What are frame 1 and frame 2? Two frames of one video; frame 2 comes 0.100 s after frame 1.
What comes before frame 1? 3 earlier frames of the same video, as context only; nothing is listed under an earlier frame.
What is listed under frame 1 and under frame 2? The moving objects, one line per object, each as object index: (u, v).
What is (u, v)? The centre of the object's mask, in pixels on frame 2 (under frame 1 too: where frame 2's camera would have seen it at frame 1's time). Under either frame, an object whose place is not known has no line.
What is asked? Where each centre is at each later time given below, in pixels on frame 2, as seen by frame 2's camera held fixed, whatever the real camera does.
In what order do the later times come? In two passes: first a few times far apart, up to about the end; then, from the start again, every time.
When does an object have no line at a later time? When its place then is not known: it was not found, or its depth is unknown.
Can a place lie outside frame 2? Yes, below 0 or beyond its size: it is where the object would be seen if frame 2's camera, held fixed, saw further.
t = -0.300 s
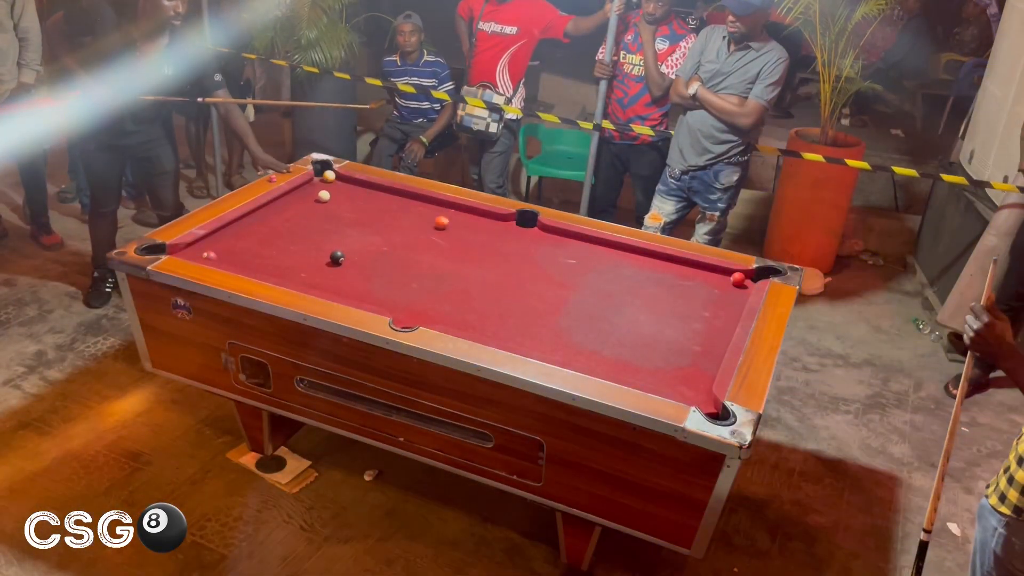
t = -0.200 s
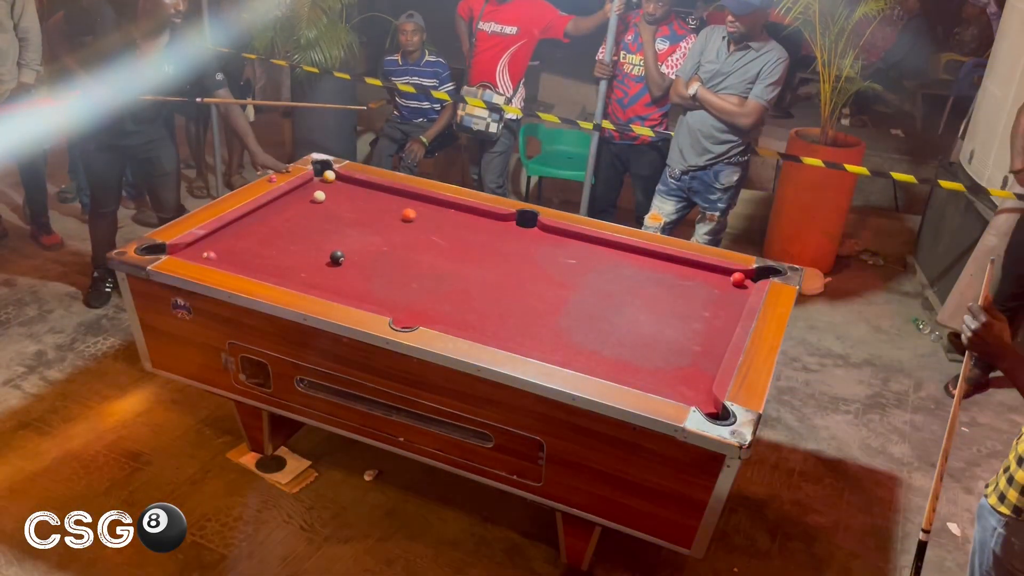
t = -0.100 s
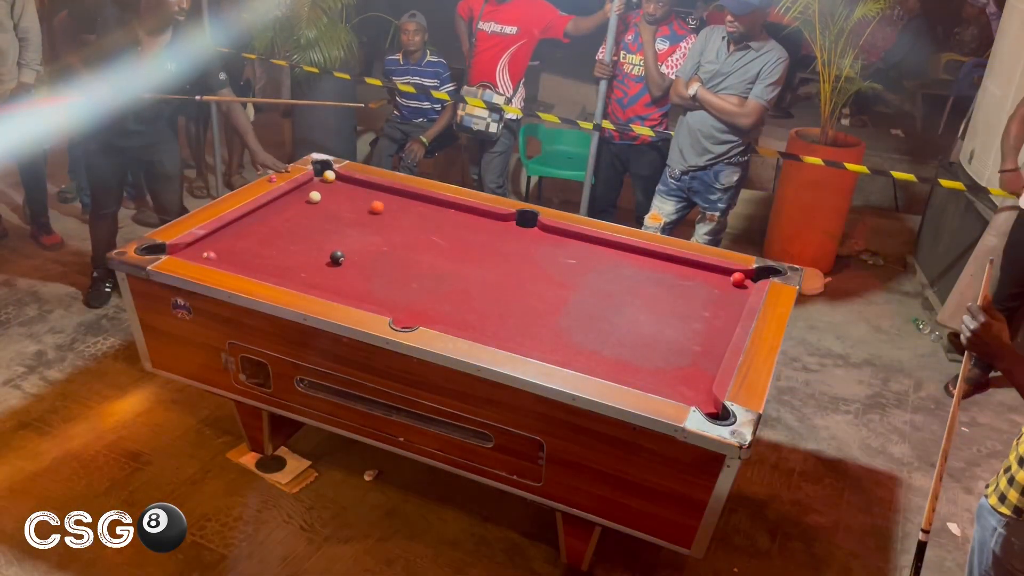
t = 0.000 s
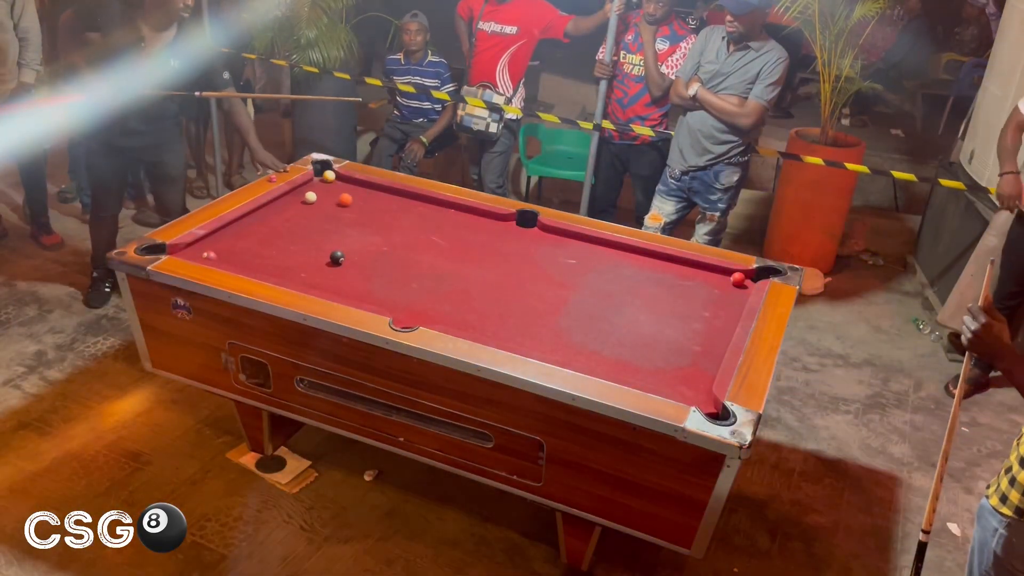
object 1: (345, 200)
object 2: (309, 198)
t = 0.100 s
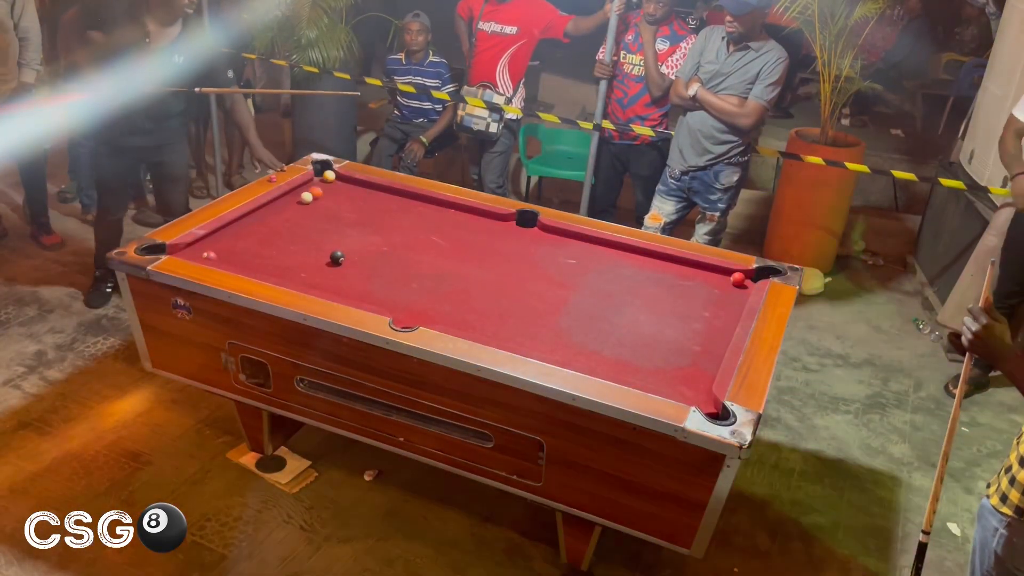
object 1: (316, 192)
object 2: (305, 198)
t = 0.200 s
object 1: (311, 191)
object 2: (302, 199)
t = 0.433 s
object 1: (359, 206)
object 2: (294, 199)
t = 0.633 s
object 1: (402, 218)
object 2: (287, 200)
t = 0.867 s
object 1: (452, 233)
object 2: (280, 201)
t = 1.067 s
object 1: (496, 245)
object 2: (276, 202)
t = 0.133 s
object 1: (305, 189)
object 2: (304, 199)
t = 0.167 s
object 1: (303, 188)
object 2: (303, 199)
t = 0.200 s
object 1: (311, 191)
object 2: (302, 199)
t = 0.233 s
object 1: (316, 194)
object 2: (300, 199)
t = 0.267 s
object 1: (324, 197)
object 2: (299, 199)
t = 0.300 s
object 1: (331, 198)
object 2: (298, 199)
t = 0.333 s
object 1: (338, 200)
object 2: (297, 199)
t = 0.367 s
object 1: (345, 202)
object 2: (296, 199)
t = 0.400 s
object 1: (352, 204)
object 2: (294, 200)
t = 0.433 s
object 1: (359, 206)
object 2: (294, 199)
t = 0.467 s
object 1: (366, 208)
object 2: (293, 199)
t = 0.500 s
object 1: (373, 211)
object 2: (292, 200)
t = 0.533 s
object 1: (381, 212)
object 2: (290, 200)
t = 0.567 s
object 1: (388, 215)
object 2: (290, 200)
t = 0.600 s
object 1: (395, 216)
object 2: (288, 200)
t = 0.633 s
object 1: (402, 218)
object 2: (287, 200)
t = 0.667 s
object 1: (409, 220)
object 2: (286, 200)
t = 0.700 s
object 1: (416, 222)
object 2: (285, 200)
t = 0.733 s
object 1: (424, 225)
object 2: (284, 201)
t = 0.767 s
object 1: (430, 226)
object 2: (283, 201)
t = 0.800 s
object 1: (438, 228)
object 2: (283, 201)
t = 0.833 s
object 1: (445, 231)
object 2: (281, 201)
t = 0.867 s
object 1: (452, 233)
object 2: (280, 201)
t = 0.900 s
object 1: (459, 235)
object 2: (279, 202)
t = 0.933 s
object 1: (466, 237)
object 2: (279, 201)
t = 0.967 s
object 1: (474, 239)
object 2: (278, 202)
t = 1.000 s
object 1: (481, 241)
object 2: (277, 202)
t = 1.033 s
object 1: (488, 243)
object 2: (276, 202)
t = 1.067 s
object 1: (496, 245)
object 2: (276, 202)
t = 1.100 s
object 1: (503, 246)
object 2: (276, 202)
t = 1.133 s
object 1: (510, 248)
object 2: (276, 203)
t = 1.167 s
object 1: (517, 250)
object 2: (276, 203)
